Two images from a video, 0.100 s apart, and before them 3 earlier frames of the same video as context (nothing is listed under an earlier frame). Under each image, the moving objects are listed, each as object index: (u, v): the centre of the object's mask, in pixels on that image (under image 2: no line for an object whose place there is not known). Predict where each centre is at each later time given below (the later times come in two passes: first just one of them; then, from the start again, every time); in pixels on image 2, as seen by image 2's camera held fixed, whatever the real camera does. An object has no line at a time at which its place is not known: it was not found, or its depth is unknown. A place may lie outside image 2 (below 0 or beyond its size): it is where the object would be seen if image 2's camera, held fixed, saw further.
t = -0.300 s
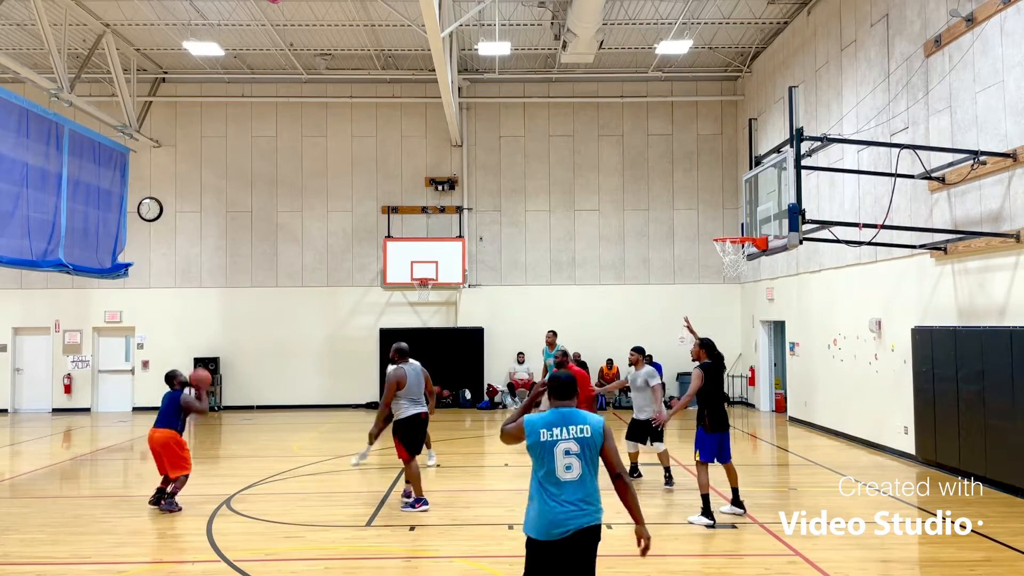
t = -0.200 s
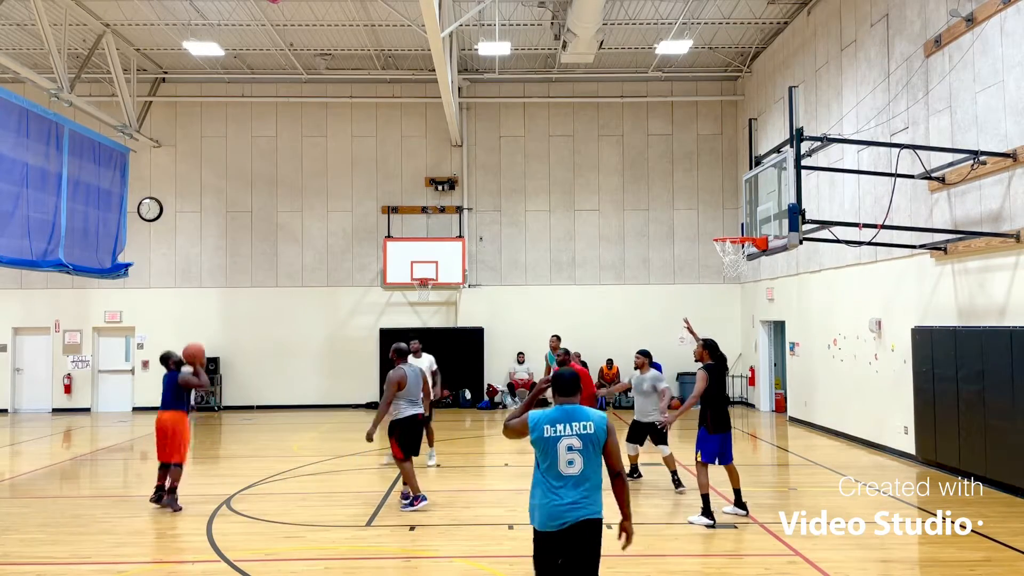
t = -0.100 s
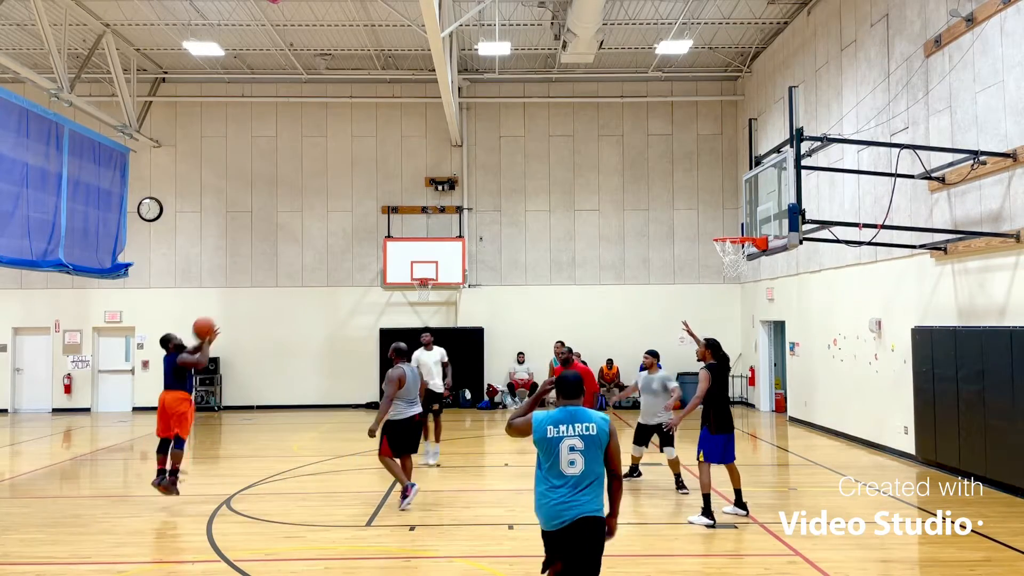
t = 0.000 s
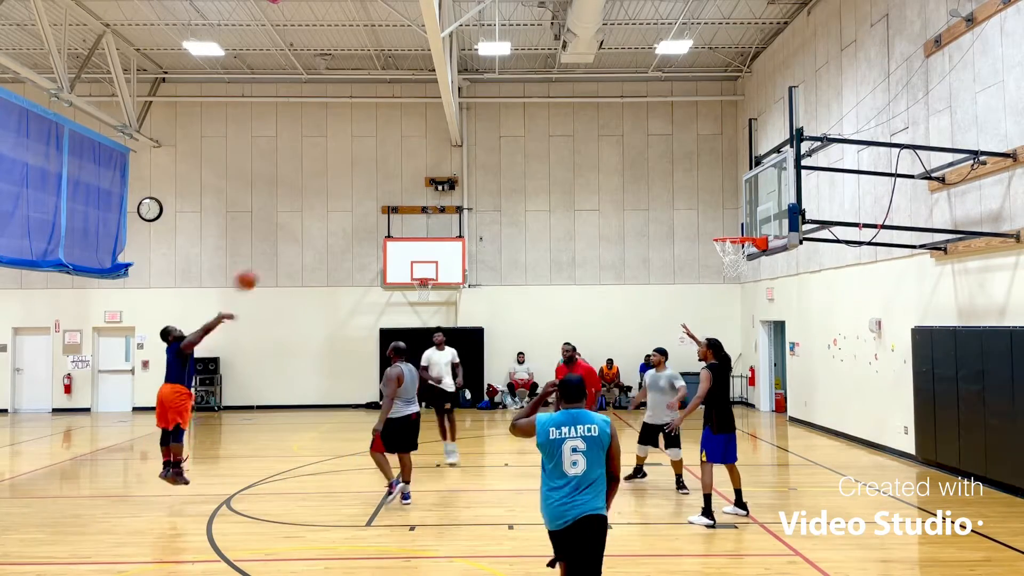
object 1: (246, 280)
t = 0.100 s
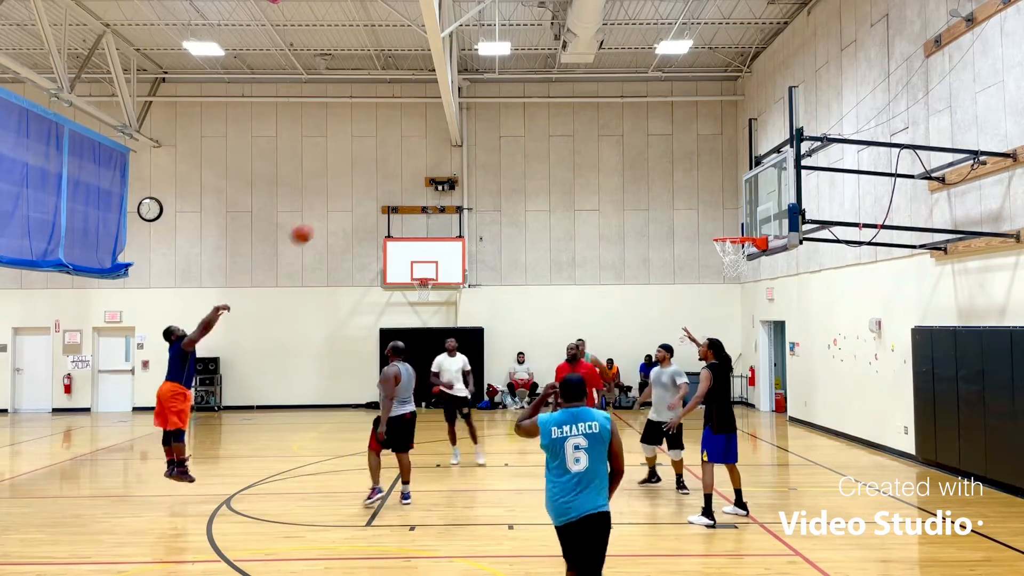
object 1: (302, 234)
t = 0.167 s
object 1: (338, 208)
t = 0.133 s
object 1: (320, 221)
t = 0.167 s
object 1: (338, 208)
